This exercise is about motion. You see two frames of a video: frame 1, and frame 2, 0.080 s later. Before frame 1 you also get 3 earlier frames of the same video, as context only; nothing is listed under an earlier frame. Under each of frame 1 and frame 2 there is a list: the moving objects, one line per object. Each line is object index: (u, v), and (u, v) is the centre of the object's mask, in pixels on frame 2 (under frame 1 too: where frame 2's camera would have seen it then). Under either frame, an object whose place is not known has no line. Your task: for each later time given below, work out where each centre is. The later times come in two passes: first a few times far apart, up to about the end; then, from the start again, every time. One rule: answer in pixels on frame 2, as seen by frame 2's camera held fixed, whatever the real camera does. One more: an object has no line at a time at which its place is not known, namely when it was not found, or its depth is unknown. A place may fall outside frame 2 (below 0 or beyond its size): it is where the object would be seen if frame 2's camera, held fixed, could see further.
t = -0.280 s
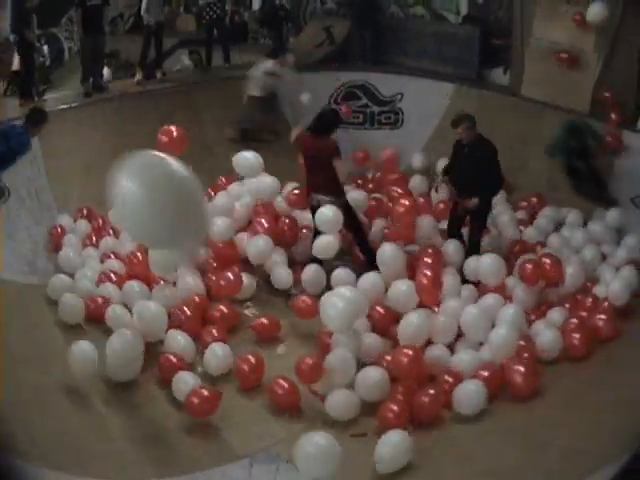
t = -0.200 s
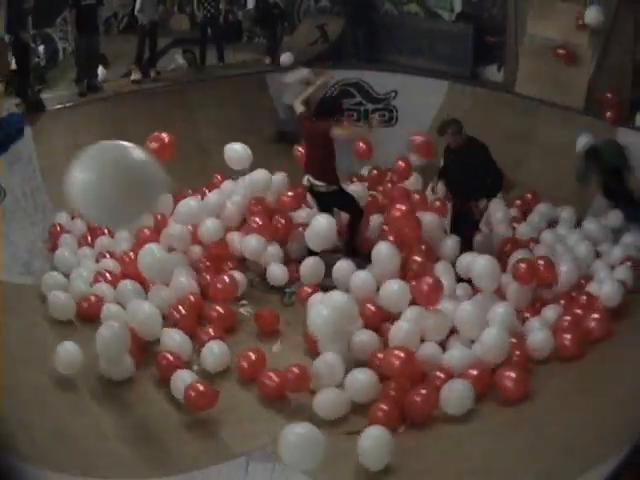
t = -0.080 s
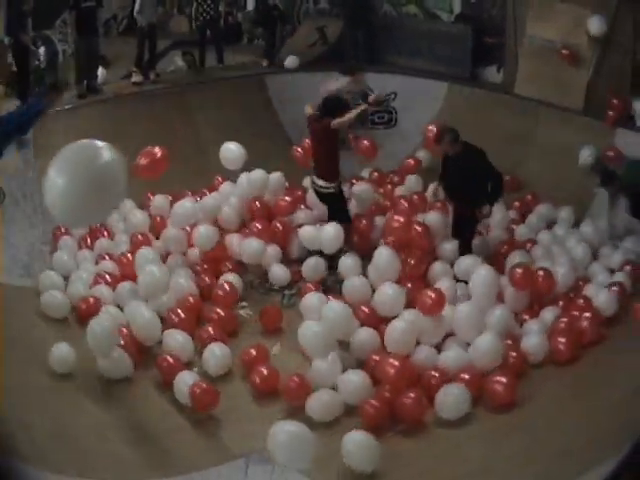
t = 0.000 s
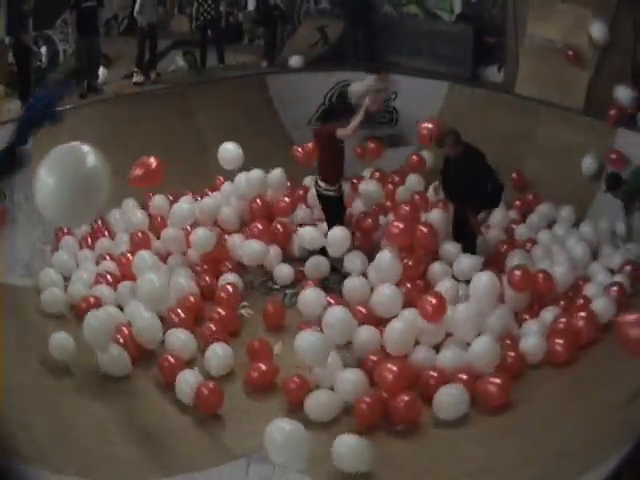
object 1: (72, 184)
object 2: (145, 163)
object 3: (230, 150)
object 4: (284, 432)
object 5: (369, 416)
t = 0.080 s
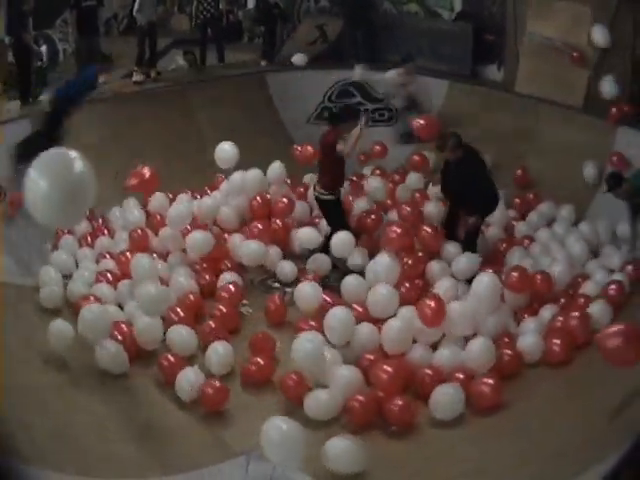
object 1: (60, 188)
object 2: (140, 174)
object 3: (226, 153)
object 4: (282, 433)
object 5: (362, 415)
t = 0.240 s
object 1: (40, 206)
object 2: (133, 197)
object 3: (218, 159)
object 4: (274, 436)
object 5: (352, 413)
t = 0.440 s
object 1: (24, 245)
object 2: (132, 233)
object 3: (211, 175)
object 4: (267, 441)
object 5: (338, 416)
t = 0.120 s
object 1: (55, 191)
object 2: (137, 177)
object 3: (224, 155)
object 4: (279, 433)
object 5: (360, 412)
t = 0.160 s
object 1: (49, 197)
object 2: (137, 185)
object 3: (222, 156)
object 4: (277, 434)
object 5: (358, 412)
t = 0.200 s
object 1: (45, 200)
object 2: (136, 191)
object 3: (220, 158)
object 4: (276, 435)
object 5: (356, 412)
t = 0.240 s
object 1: (40, 206)
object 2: (133, 197)
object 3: (218, 159)
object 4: (274, 436)
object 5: (352, 413)
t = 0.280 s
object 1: (36, 212)
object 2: (133, 204)
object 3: (217, 162)
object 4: (273, 438)
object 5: (349, 413)
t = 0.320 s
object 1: (32, 221)
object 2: (131, 214)
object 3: (215, 165)
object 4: (272, 440)
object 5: (347, 413)
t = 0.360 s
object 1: (29, 228)
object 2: (129, 219)
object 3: (214, 168)
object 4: (270, 442)
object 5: (344, 413)
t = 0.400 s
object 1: (27, 234)
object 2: (131, 226)
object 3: (211, 171)
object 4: (268, 443)
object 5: (340, 415)
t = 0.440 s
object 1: (24, 245)
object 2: (132, 233)
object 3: (211, 175)
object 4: (267, 441)
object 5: (338, 416)
